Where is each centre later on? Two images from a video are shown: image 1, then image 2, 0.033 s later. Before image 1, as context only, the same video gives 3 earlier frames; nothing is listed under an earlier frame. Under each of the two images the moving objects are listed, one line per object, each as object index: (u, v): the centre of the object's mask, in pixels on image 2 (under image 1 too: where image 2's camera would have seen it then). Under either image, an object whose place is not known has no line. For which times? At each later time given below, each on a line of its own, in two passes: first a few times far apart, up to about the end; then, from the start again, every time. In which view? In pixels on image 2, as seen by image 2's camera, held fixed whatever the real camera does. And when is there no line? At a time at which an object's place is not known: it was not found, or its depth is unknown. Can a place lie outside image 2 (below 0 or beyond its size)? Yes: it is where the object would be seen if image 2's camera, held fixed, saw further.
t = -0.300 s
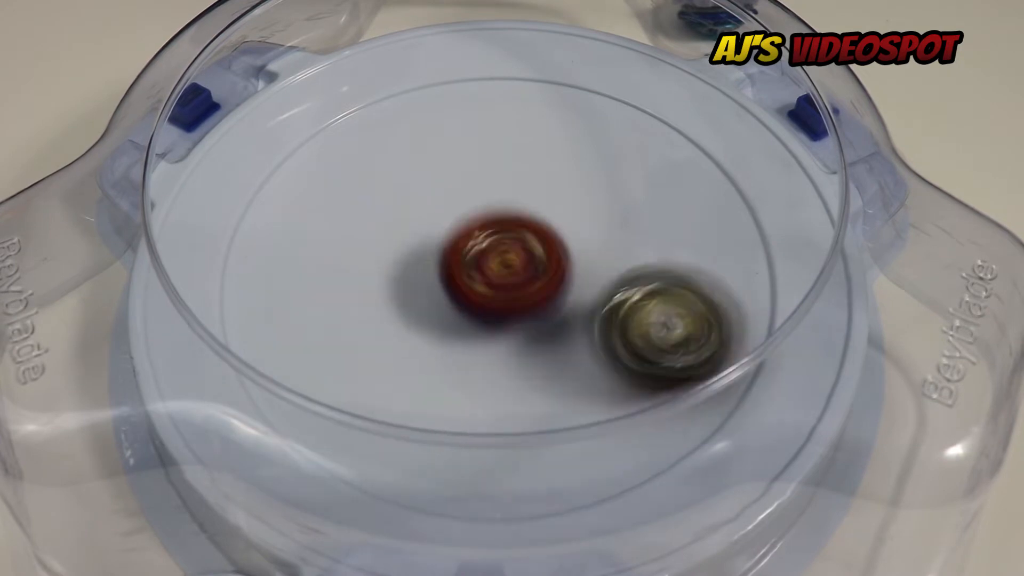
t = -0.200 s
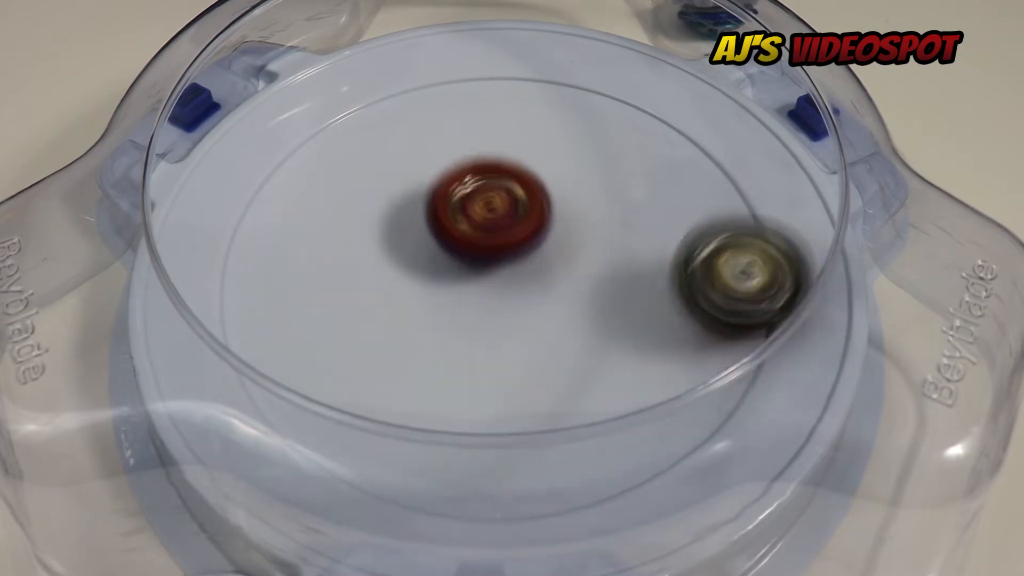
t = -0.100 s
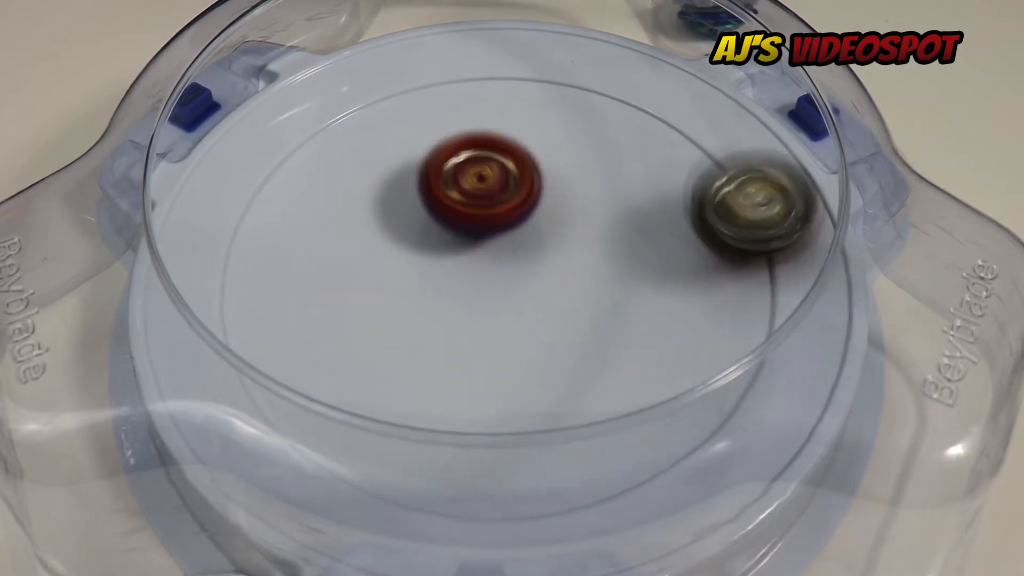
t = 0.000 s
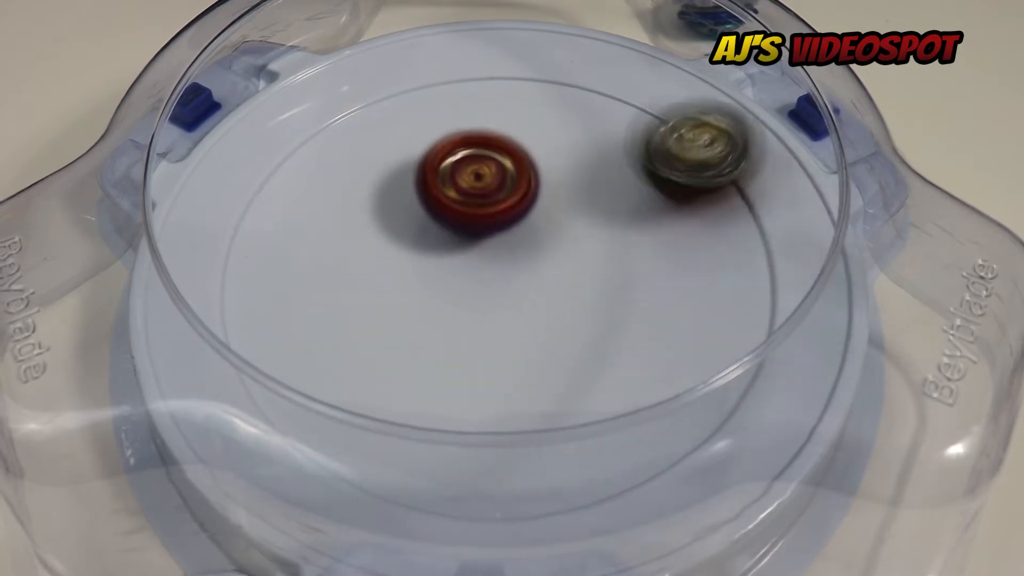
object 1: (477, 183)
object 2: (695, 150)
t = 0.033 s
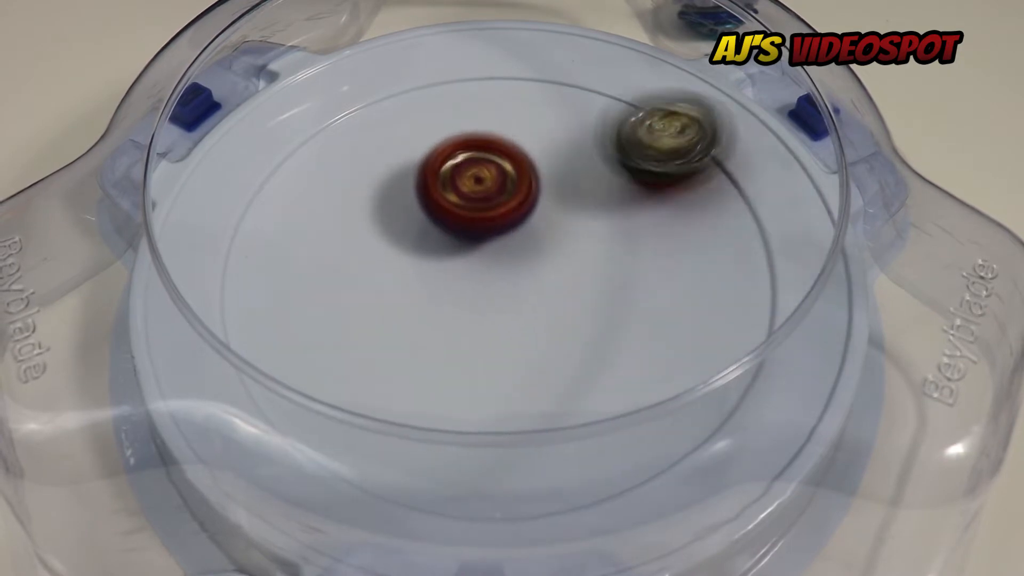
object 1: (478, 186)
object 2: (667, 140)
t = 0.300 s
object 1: (339, 311)
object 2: (542, 105)
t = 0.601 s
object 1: (414, 364)
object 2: (524, 290)
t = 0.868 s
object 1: (413, 367)
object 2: (738, 226)
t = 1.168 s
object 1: (459, 281)
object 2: (540, 193)
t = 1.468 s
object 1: (209, 385)
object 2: (648, 76)
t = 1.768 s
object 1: (434, 291)
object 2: (560, 226)
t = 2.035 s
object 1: (470, 218)
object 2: (686, 292)
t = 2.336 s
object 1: (557, 179)
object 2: (621, 295)
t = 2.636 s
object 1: (608, 217)
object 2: (417, 296)
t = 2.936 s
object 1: (598, 289)
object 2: (333, 284)
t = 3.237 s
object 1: (509, 336)
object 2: (464, 220)
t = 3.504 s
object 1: (430, 312)
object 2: (553, 146)
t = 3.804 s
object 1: (415, 239)
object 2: (551, 175)
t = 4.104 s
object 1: (429, 179)
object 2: (644, 293)
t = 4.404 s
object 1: (525, 183)
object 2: (638, 350)
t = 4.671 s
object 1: (591, 230)
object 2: (486, 328)
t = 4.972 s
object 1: (584, 310)
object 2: (381, 245)
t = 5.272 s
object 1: (488, 337)
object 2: (389, 176)
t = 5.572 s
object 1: (418, 281)
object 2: (508, 178)
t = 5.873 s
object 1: (442, 205)
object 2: (625, 204)
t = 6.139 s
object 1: (520, 187)
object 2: (620, 253)
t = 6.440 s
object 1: (544, 196)
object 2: (581, 364)
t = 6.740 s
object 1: (557, 273)
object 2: (416, 362)
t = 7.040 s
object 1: (536, 266)
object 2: (351, 289)
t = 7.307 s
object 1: (578, 275)
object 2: (381, 162)
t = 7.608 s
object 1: (565, 262)
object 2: (555, 171)
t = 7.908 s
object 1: (469, 320)
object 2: (740, 215)
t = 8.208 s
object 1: (440, 277)
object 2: (579, 233)
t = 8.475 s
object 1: (400, 261)
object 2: (563, 192)
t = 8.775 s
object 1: (460, 274)
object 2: (550, 193)
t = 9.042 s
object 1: (472, 301)
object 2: (525, 217)
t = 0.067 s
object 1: (478, 190)
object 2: (633, 134)
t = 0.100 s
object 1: (480, 195)
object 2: (598, 133)
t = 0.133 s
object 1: (461, 208)
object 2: (582, 128)
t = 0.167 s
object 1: (423, 232)
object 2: (587, 115)
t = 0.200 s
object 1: (391, 255)
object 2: (584, 107)
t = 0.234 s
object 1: (364, 277)
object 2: (576, 103)
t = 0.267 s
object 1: (347, 295)
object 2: (561, 102)
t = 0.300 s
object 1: (339, 311)
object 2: (542, 105)
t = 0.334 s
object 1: (337, 325)
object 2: (523, 115)
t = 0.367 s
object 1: (340, 338)
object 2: (505, 131)
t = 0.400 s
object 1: (346, 346)
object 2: (492, 150)
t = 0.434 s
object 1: (355, 352)
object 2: (483, 172)
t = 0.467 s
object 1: (366, 357)
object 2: (480, 197)
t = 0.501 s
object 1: (378, 361)
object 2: (483, 222)
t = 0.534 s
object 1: (390, 363)
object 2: (491, 247)
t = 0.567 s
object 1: (405, 363)
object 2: (503, 271)
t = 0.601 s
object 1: (414, 364)
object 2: (524, 290)
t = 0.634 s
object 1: (404, 369)
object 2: (566, 296)
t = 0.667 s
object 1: (397, 372)
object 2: (604, 297)
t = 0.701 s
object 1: (394, 374)
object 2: (638, 294)
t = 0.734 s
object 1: (394, 375)
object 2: (667, 287)
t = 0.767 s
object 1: (397, 375)
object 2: (692, 276)
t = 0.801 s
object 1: (400, 374)
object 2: (712, 262)
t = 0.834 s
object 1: (406, 371)
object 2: (728, 245)
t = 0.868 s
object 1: (413, 367)
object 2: (738, 226)
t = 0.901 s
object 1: (420, 361)
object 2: (738, 208)
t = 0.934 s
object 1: (427, 352)
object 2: (728, 191)
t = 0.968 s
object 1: (433, 343)
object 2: (709, 176)
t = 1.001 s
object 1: (439, 333)
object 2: (685, 168)
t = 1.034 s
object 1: (445, 322)
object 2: (653, 165)
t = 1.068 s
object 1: (451, 311)
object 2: (620, 167)
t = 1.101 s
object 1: (456, 300)
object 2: (590, 174)
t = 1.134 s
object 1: (460, 289)
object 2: (561, 185)
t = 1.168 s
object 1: (459, 281)
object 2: (540, 193)
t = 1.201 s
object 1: (387, 311)
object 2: (570, 161)
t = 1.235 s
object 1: (319, 340)
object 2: (607, 122)
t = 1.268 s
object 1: (262, 356)
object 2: (634, 92)
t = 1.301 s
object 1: (223, 360)
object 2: (655, 60)
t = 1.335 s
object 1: (195, 382)
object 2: (664, 53)
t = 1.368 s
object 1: (177, 390)
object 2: (663, 55)
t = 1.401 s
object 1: (179, 390)
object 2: (655, 64)
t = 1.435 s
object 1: (192, 389)
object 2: (654, 69)
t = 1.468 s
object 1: (209, 385)
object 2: (648, 76)
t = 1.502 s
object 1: (230, 368)
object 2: (640, 88)
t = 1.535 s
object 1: (251, 364)
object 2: (628, 100)
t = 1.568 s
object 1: (273, 361)
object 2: (618, 112)
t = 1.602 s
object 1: (303, 347)
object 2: (604, 127)
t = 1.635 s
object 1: (324, 345)
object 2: (591, 145)
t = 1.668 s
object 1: (350, 335)
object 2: (584, 165)
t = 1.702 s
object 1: (380, 321)
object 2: (573, 185)
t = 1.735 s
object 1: (408, 306)
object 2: (567, 204)
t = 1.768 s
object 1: (434, 291)
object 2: (560, 226)
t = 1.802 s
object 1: (437, 280)
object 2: (578, 237)
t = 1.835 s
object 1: (432, 271)
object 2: (599, 248)
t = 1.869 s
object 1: (433, 262)
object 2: (616, 258)
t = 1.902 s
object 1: (437, 252)
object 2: (632, 265)
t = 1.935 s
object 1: (443, 243)
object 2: (647, 274)
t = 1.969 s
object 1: (451, 234)
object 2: (661, 281)
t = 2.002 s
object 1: (461, 226)
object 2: (675, 286)
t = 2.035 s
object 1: (470, 218)
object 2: (686, 292)
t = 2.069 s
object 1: (481, 210)
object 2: (695, 295)
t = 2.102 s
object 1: (491, 204)
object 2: (700, 297)
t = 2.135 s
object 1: (501, 197)
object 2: (699, 297)
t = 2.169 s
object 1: (511, 192)
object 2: (696, 297)
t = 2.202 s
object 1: (521, 188)
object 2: (688, 296)
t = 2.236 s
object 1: (531, 184)
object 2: (674, 295)
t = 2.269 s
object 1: (540, 181)
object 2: (659, 295)
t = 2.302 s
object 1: (549, 180)
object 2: (639, 294)
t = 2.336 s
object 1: (557, 179)
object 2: (621, 295)
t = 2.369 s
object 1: (566, 180)
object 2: (592, 297)
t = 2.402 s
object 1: (573, 181)
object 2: (567, 299)
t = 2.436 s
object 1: (580, 183)
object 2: (547, 298)
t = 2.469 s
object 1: (586, 187)
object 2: (523, 300)
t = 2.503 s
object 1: (592, 192)
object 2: (500, 300)
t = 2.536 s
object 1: (597, 197)
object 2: (477, 299)
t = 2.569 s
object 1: (601, 204)
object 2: (457, 298)
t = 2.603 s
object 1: (605, 210)
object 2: (438, 298)
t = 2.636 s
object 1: (608, 217)
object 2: (417, 296)
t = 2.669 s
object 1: (611, 224)
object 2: (398, 293)
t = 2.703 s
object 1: (613, 232)
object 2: (385, 291)
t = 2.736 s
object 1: (614, 240)
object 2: (367, 288)
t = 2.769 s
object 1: (614, 248)
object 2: (352, 286)
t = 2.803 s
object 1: (613, 256)
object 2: (339, 285)
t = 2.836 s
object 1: (611, 264)
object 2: (330, 285)
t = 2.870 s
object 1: (608, 273)
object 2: (327, 285)
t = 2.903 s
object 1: (603, 281)
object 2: (327, 285)
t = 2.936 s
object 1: (598, 289)
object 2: (333, 284)
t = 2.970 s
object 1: (591, 297)
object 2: (343, 284)
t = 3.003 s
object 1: (583, 305)
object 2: (351, 281)
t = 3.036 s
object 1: (575, 311)
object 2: (365, 276)
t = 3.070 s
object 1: (565, 318)
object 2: (384, 268)
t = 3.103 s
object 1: (555, 323)
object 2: (403, 261)
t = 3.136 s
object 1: (544, 328)
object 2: (420, 252)
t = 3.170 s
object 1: (533, 332)
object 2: (433, 243)
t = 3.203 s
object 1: (521, 335)
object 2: (450, 231)
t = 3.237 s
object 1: (509, 336)
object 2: (464, 220)
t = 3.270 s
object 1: (497, 336)
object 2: (480, 211)
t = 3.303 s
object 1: (486, 336)
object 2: (494, 200)
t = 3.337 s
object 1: (475, 334)
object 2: (504, 192)
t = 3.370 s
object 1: (465, 332)
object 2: (517, 181)
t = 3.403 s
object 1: (455, 329)
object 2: (526, 171)
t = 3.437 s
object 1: (446, 324)
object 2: (538, 162)
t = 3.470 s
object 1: (437, 319)
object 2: (548, 153)
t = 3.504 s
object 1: (430, 312)
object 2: (553, 146)
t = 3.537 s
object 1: (424, 305)
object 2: (559, 140)
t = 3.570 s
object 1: (419, 297)
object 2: (562, 135)
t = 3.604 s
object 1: (415, 289)
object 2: (564, 133)
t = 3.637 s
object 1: (412, 281)
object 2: (563, 134)
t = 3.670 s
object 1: (411, 273)
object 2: (560, 138)
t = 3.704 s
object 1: (411, 265)
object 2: (559, 143)
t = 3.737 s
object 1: (412, 256)
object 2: (556, 150)
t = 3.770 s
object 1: (413, 247)
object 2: (554, 161)
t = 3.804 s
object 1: (415, 239)
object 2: (551, 175)
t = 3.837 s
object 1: (418, 231)
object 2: (551, 190)
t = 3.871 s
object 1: (422, 223)
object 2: (550, 205)
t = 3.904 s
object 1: (419, 214)
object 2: (564, 221)
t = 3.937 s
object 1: (409, 205)
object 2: (587, 238)
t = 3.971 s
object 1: (407, 198)
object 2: (599, 254)
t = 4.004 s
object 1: (409, 192)
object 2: (613, 266)
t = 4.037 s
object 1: (414, 187)
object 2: (623, 275)
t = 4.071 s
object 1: (421, 182)
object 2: (634, 286)
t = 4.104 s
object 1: (429, 179)
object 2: (644, 293)
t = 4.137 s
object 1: (438, 177)
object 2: (650, 303)
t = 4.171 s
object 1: (448, 176)
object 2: (658, 313)
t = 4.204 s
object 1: (459, 175)
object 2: (660, 323)
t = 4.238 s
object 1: (470, 174)
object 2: (665, 333)
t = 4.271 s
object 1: (480, 174)
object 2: (664, 338)
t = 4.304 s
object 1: (491, 176)
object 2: (662, 344)
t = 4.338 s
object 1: (503, 177)
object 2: (657, 346)
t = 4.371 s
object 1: (514, 180)
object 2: (649, 349)
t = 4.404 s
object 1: (525, 183)
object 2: (638, 350)
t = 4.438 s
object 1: (535, 186)
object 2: (621, 351)
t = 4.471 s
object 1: (545, 189)
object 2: (606, 349)
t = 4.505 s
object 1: (554, 194)
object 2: (585, 348)
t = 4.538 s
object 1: (563, 200)
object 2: (569, 346)
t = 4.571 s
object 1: (571, 207)
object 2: (546, 343)
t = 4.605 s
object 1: (579, 215)
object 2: (527, 339)
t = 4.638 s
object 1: (585, 222)
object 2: (505, 333)
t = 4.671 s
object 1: (591, 230)
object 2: (486, 328)
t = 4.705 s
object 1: (595, 239)
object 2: (470, 321)
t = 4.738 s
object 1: (598, 248)
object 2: (453, 313)
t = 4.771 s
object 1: (600, 258)
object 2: (439, 304)
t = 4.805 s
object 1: (601, 267)
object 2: (425, 294)
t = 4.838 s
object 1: (600, 275)
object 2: (415, 286)
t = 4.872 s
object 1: (598, 285)
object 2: (404, 275)
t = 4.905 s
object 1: (595, 293)
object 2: (396, 266)
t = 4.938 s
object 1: (590, 302)
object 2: (387, 255)
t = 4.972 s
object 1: (584, 310)
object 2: (381, 245)
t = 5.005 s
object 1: (576, 317)
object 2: (375, 234)
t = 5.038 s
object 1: (567, 323)
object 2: (372, 224)
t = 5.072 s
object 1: (557, 328)
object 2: (369, 213)
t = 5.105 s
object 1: (547, 333)
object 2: (367, 205)
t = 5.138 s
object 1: (536, 336)
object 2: (369, 196)
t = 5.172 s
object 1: (524, 338)
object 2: (370, 189)
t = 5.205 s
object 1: (512, 339)
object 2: (375, 183)
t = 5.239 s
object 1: (500, 338)
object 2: (380, 179)
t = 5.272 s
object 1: (488, 337)
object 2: (389, 176)
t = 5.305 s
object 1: (477, 334)
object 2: (397, 174)
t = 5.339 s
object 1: (465, 330)
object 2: (408, 173)
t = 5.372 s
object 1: (456, 326)
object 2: (418, 174)
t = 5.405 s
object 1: (447, 320)
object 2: (434, 174)
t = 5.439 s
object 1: (438, 314)
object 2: (447, 174)
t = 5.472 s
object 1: (431, 306)
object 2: (464, 175)
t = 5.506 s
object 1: (425, 298)
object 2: (477, 175)
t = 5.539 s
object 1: (422, 290)
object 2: (494, 177)
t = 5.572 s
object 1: (418, 281)
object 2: (508, 178)
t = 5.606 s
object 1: (417, 272)
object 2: (524, 180)
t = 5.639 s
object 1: (415, 262)
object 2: (537, 181)
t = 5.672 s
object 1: (416, 253)
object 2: (553, 184)
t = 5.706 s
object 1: (418, 244)
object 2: (566, 185)
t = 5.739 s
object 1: (421, 235)
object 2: (580, 189)
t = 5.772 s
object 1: (424, 226)
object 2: (592, 192)
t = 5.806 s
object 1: (429, 219)
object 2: (605, 197)
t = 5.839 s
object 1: (435, 212)
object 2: (615, 200)
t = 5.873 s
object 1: (442, 205)
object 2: (625, 204)
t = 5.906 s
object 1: (450, 199)
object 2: (632, 208)
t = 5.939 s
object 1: (459, 195)
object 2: (638, 213)
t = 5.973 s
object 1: (469, 192)
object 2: (641, 217)
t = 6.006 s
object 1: (479, 189)
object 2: (639, 222)
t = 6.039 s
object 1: (490, 187)
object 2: (637, 228)
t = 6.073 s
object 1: (499, 186)
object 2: (632, 236)
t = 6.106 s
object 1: (509, 185)
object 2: (627, 243)
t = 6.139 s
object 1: (520, 187)
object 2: (620, 253)
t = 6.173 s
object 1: (525, 181)
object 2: (619, 267)
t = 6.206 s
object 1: (525, 171)
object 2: (621, 289)
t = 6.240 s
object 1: (524, 166)
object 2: (621, 305)
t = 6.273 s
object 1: (526, 166)
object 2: (618, 320)
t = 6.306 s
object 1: (529, 168)
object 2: (615, 330)
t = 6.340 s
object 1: (532, 172)
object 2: (610, 341)
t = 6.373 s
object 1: (536, 179)
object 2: (603, 349)
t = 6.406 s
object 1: (540, 187)
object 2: (592, 358)
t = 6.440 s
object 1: (544, 196)
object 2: (581, 364)
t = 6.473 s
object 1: (546, 205)
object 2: (566, 369)
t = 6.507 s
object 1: (549, 216)
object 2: (552, 372)
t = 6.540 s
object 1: (551, 227)
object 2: (535, 374)
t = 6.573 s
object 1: (553, 236)
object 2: (518, 375)
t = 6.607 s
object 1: (552, 247)
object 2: (501, 375)
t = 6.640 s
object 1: (551, 258)
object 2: (484, 371)
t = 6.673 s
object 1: (550, 267)
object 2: (468, 366)
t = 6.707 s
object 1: (548, 275)
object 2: (452, 359)
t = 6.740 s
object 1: (557, 273)
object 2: (416, 362)
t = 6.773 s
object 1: (568, 268)
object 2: (390, 361)
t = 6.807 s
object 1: (575, 263)
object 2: (370, 358)
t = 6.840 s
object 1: (576, 262)
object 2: (357, 352)
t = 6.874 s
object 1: (574, 262)
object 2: (347, 344)
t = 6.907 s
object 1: (570, 262)
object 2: (343, 335)
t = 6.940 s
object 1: (562, 264)
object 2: (340, 324)
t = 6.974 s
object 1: (554, 265)
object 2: (342, 313)
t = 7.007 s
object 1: (546, 266)
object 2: (345, 301)
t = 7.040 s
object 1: (536, 266)
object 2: (351, 289)
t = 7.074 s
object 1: (527, 266)
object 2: (359, 278)
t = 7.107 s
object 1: (518, 265)
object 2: (370, 266)
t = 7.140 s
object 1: (512, 264)
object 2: (382, 256)
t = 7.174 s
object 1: (528, 268)
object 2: (376, 230)
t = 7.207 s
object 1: (548, 273)
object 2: (371, 211)
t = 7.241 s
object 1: (561, 275)
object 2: (370, 187)
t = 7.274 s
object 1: (572, 276)
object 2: (374, 175)
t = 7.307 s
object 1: (578, 275)
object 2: (381, 162)
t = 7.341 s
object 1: (580, 274)
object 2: (396, 151)
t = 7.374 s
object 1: (581, 270)
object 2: (412, 147)
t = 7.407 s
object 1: (580, 268)
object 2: (428, 139)
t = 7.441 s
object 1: (580, 265)
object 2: (447, 146)
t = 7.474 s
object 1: (579, 263)
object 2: (466, 147)
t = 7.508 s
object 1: (577, 262)
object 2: (489, 153)
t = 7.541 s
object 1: (577, 260)
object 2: (511, 157)
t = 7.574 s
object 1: (575, 259)
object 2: (529, 163)
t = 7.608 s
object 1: (565, 262)
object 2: (555, 171)
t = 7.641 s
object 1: (548, 273)
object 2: (595, 164)
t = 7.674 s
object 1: (532, 287)
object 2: (627, 159)
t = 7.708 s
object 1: (517, 299)
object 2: (670, 175)
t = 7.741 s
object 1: (502, 309)
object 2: (694, 178)
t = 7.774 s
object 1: (491, 316)
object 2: (721, 184)
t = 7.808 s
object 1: (481, 320)
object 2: (728, 184)
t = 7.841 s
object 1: (477, 322)
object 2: (747, 192)
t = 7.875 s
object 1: (472, 322)
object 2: (743, 206)
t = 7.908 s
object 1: (469, 320)
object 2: (740, 215)
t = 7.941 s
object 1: (465, 317)
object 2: (733, 228)
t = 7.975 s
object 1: (463, 313)
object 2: (713, 231)
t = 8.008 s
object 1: (461, 308)
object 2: (697, 235)
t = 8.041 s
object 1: (460, 303)
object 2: (670, 242)
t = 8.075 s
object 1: (459, 297)
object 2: (645, 243)
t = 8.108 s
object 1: (459, 292)
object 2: (625, 246)
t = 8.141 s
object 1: (460, 286)
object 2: (599, 244)
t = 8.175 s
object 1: (461, 280)
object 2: (581, 241)
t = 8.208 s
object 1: (440, 277)
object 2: (579, 233)
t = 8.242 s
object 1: (412, 274)
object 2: (585, 220)
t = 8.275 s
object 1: (394, 273)
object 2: (589, 213)
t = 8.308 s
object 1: (381, 271)
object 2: (583, 203)
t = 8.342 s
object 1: (377, 267)
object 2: (581, 194)
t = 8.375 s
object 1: (379, 266)
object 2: (580, 194)
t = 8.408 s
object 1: (384, 263)
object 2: (575, 194)
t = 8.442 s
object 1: (391, 263)
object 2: (568, 191)
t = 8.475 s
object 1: (400, 261)
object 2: (563, 192)
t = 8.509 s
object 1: (410, 261)
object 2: (558, 190)
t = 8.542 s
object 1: (420, 259)
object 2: (558, 190)
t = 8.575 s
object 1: (430, 259)
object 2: (552, 195)
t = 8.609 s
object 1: (440, 258)
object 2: (545, 196)
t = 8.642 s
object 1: (451, 260)
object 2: (542, 197)
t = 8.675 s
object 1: (453, 263)
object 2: (541, 199)
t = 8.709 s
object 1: (454, 267)
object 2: (540, 197)
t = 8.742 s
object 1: (456, 270)
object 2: (543, 192)
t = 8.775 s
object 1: (460, 274)
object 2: (550, 193)
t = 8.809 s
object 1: (464, 278)
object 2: (551, 196)
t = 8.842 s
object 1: (468, 283)
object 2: (547, 199)
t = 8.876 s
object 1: (469, 288)
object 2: (540, 199)
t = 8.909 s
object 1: (471, 292)
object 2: (538, 197)
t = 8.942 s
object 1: (471, 296)
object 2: (535, 202)
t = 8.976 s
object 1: (473, 298)
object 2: (532, 210)
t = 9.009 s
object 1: (472, 300)
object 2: (529, 214)
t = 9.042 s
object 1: (472, 301)
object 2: (525, 217)
